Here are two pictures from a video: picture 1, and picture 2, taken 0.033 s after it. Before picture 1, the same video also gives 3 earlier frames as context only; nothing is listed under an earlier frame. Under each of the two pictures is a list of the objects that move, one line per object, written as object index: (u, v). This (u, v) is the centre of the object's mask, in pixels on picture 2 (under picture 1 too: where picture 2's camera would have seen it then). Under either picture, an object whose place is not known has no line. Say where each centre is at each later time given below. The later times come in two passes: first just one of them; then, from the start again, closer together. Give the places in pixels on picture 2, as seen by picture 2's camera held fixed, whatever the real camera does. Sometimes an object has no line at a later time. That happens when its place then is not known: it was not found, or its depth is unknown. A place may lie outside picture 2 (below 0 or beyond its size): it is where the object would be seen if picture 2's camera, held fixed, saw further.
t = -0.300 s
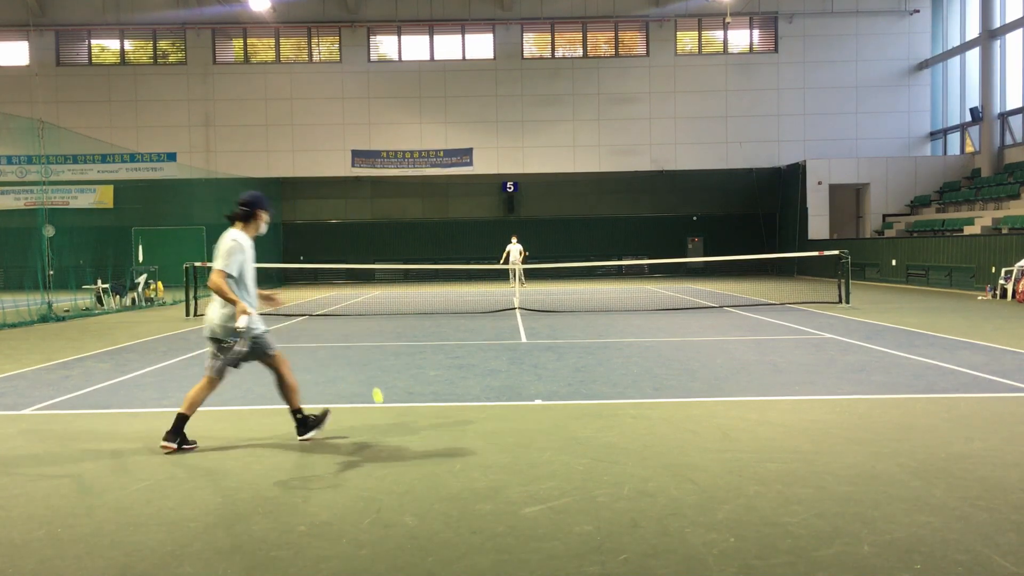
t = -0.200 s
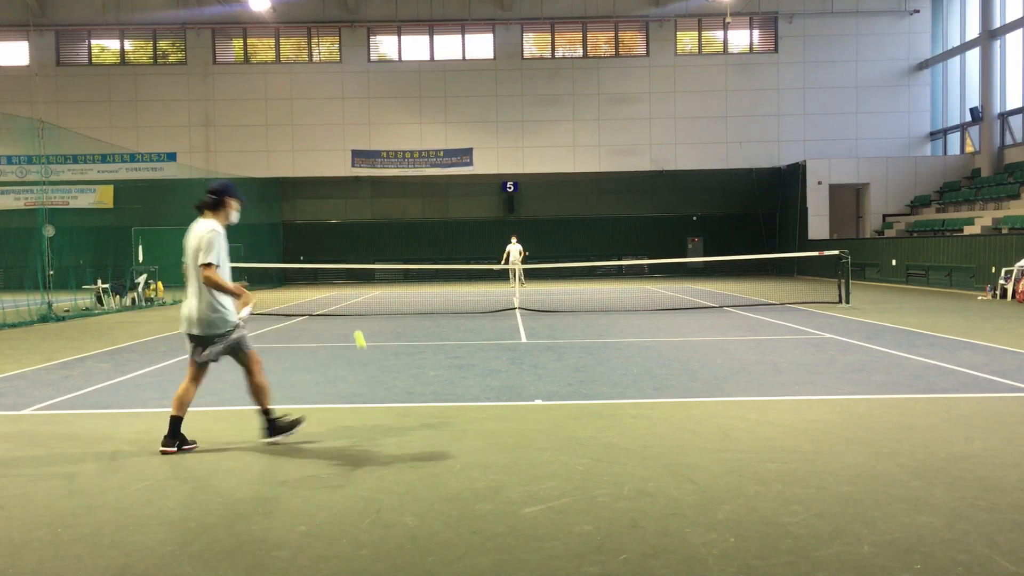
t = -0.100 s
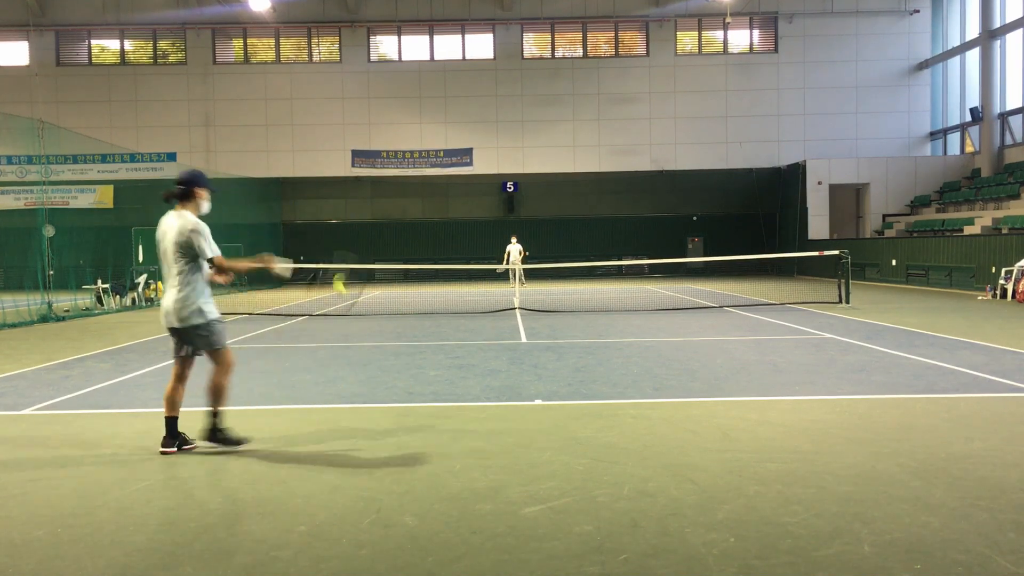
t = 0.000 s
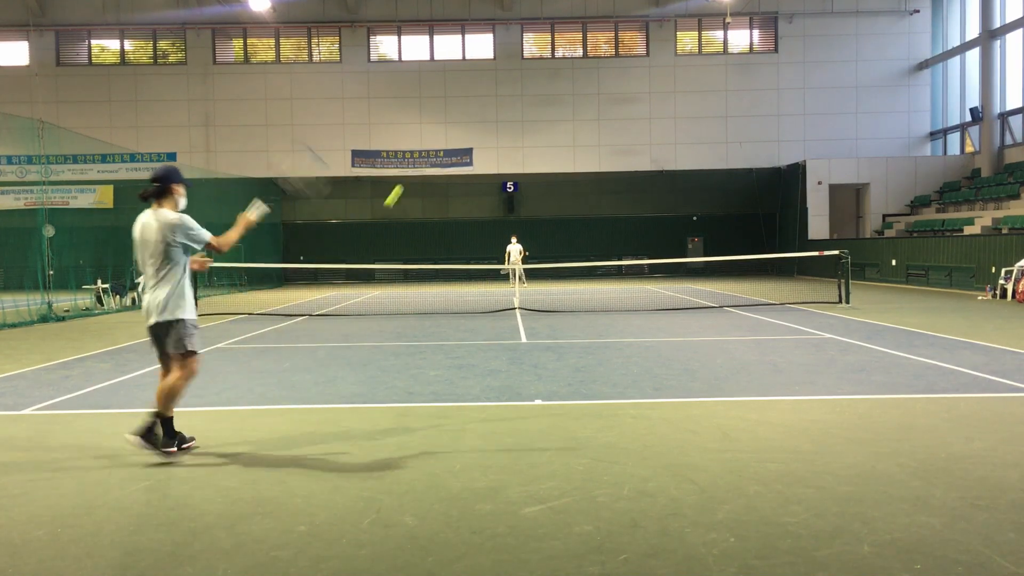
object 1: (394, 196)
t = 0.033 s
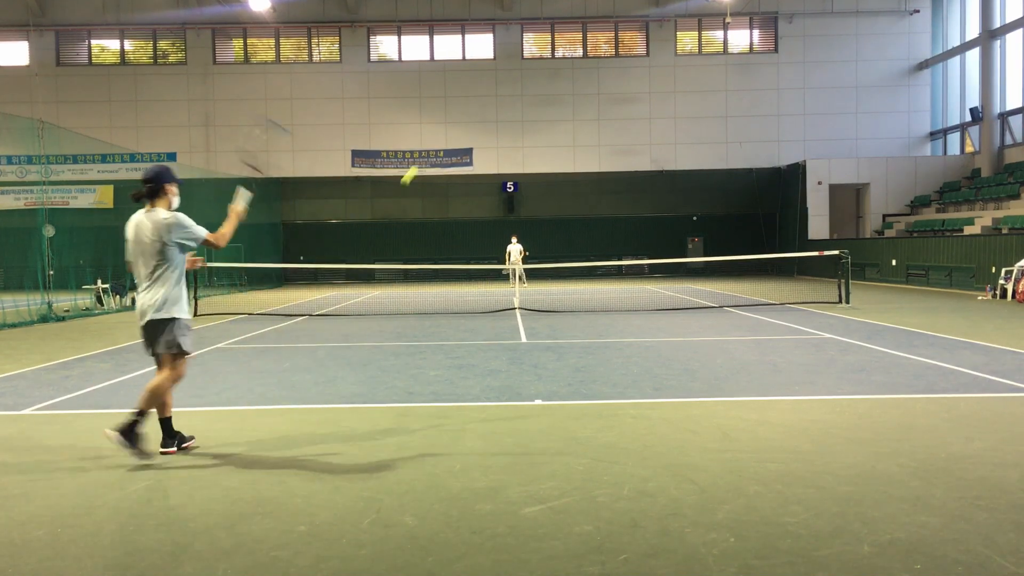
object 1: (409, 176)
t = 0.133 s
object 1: (446, 132)
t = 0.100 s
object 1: (436, 143)
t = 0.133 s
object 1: (446, 132)
